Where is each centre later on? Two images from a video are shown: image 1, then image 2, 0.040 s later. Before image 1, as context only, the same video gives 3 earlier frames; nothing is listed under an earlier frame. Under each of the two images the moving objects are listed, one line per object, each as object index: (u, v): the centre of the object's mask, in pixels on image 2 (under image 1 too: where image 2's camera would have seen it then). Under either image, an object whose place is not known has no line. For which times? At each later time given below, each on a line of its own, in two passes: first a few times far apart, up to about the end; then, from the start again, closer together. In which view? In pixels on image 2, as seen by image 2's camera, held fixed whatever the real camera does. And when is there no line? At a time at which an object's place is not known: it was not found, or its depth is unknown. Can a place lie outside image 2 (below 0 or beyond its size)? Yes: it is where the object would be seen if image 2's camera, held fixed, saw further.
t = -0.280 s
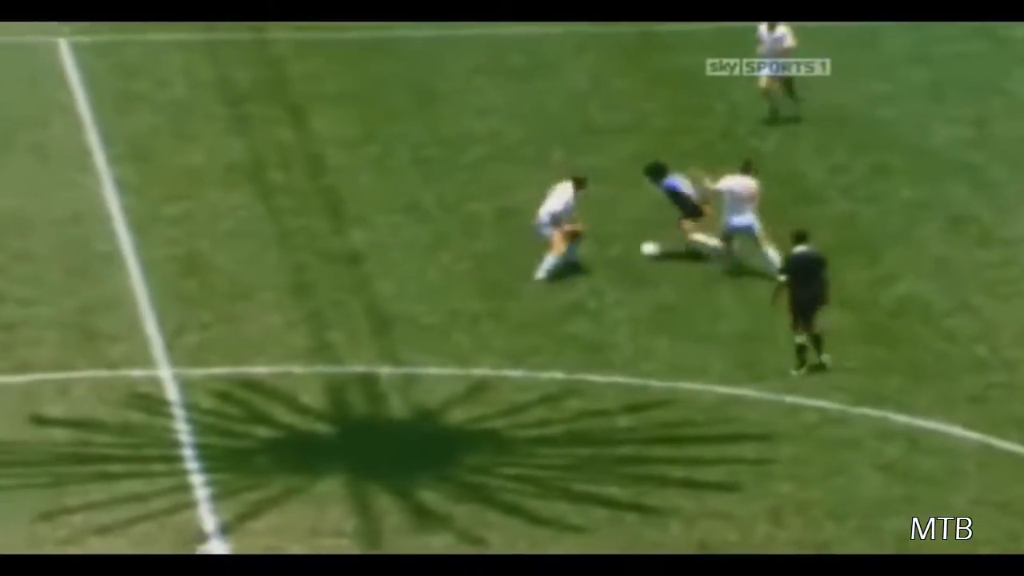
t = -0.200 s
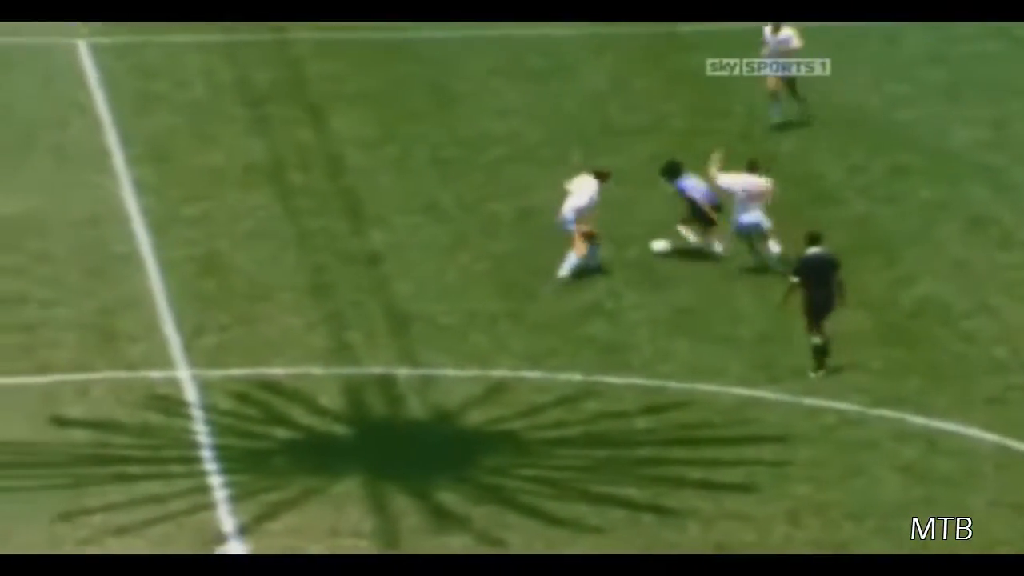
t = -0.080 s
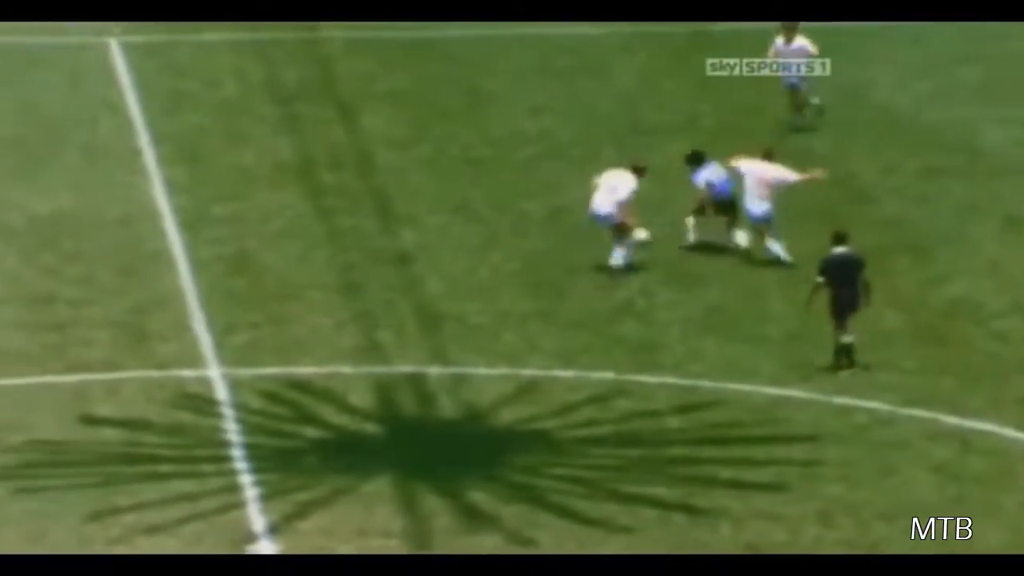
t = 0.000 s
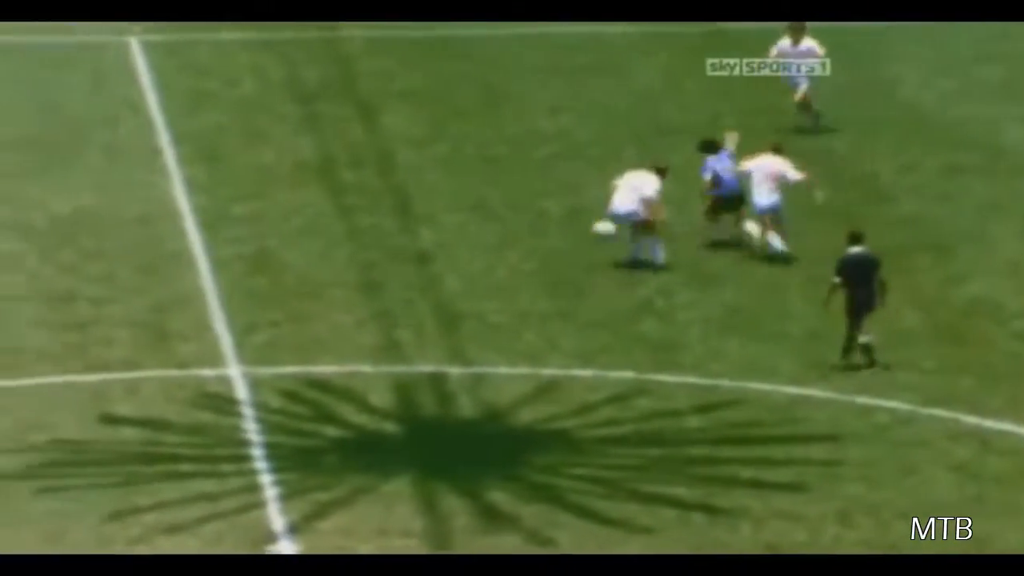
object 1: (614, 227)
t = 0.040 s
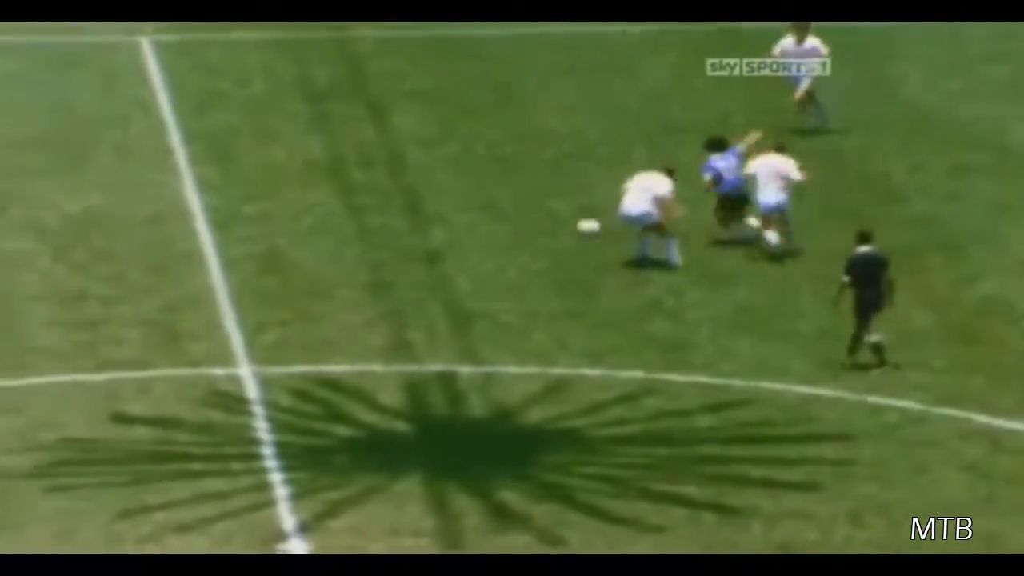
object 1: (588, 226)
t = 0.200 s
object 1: (499, 218)
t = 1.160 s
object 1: (202, 184)
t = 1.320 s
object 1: (162, 178)
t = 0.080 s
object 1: (563, 226)
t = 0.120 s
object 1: (539, 223)
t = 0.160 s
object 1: (520, 220)
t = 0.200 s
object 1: (499, 218)
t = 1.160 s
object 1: (202, 184)
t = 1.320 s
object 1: (162, 178)
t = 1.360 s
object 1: (152, 176)
